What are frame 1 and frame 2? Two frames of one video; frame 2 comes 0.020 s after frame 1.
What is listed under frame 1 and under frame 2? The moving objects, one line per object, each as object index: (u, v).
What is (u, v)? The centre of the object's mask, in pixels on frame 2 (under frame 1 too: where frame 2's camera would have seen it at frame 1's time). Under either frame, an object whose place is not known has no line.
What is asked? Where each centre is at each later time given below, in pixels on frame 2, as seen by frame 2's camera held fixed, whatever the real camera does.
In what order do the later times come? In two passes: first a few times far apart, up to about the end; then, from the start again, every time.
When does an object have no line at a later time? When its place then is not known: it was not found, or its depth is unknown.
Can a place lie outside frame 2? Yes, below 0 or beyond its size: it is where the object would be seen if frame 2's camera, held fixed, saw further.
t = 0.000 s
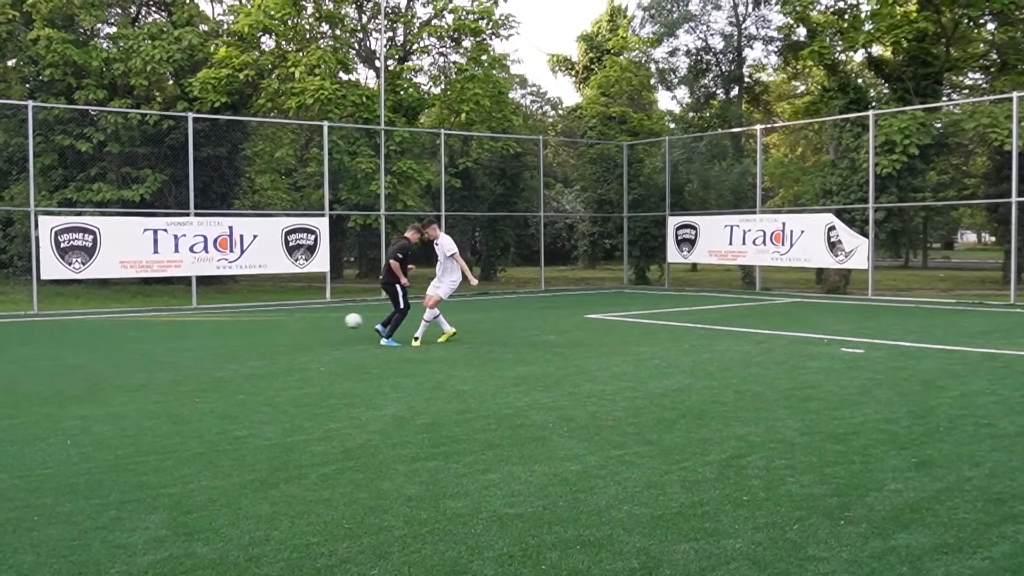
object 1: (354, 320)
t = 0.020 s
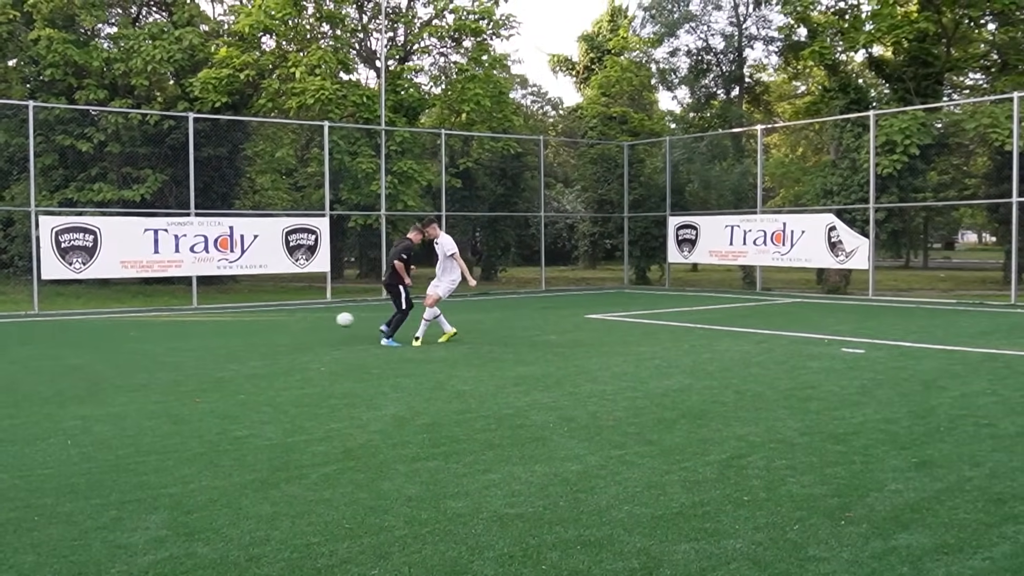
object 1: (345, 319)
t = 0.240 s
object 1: (251, 327)
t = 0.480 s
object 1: (178, 317)
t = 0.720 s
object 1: (117, 314)
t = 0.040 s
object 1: (336, 318)
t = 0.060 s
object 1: (327, 318)
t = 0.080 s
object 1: (318, 318)
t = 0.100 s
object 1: (309, 318)
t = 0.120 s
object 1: (300, 318)
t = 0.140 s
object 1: (292, 319)
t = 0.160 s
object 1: (283, 320)
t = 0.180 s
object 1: (275, 322)
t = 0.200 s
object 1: (267, 323)
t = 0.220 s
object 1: (259, 325)
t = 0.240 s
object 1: (251, 327)
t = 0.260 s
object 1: (243, 328)
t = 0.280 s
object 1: (237, 327)
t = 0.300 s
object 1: (230, 325)
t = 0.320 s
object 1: (224, 323)
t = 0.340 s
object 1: (218, 320)
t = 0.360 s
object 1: (212, 320)
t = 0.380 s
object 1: (206, 319)
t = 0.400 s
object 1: (200, 318)
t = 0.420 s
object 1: (195, 317)
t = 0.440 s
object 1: (189, 317)
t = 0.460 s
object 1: (183, 317)
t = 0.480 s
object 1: (178, 317)
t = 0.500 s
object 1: (173, 318)
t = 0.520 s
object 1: (168, 319)
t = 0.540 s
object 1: (162, 320)
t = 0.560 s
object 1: (157, 320)
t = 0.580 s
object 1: (152, 323)
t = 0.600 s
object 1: (147, 322)
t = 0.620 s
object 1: (142, 320)
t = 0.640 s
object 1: (137, 318)
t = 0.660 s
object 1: (132, 317)
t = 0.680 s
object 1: (127, 315)
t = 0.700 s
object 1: (122, 314)
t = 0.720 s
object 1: (117, 314)
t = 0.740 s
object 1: (113, 313)
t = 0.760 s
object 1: (108, 313)
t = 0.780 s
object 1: (103, 314)
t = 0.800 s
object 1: (99, 314)
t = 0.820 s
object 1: (94, 315)
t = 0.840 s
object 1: (90, 316)
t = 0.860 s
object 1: (85, 317)
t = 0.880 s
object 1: (81, 318)
